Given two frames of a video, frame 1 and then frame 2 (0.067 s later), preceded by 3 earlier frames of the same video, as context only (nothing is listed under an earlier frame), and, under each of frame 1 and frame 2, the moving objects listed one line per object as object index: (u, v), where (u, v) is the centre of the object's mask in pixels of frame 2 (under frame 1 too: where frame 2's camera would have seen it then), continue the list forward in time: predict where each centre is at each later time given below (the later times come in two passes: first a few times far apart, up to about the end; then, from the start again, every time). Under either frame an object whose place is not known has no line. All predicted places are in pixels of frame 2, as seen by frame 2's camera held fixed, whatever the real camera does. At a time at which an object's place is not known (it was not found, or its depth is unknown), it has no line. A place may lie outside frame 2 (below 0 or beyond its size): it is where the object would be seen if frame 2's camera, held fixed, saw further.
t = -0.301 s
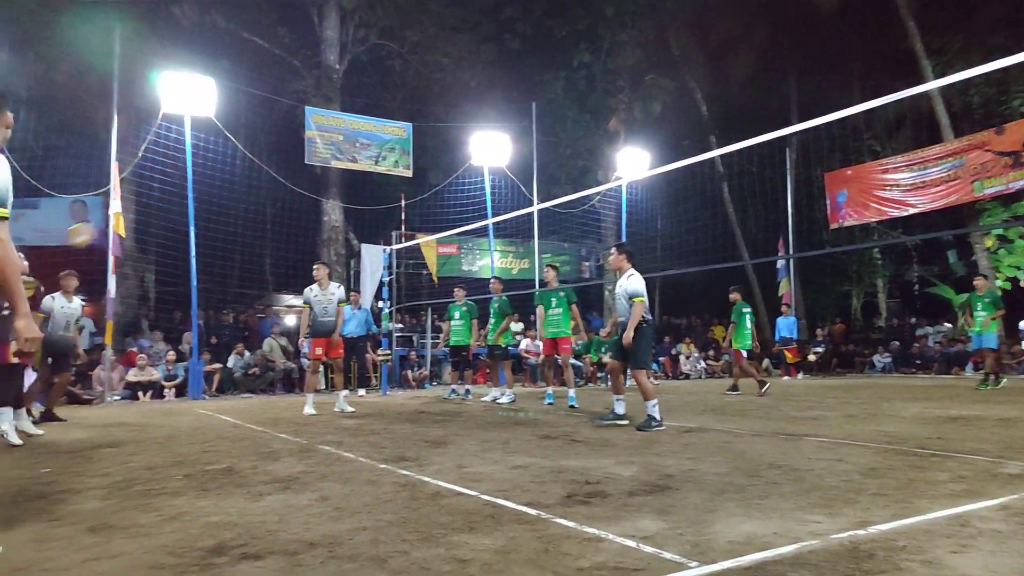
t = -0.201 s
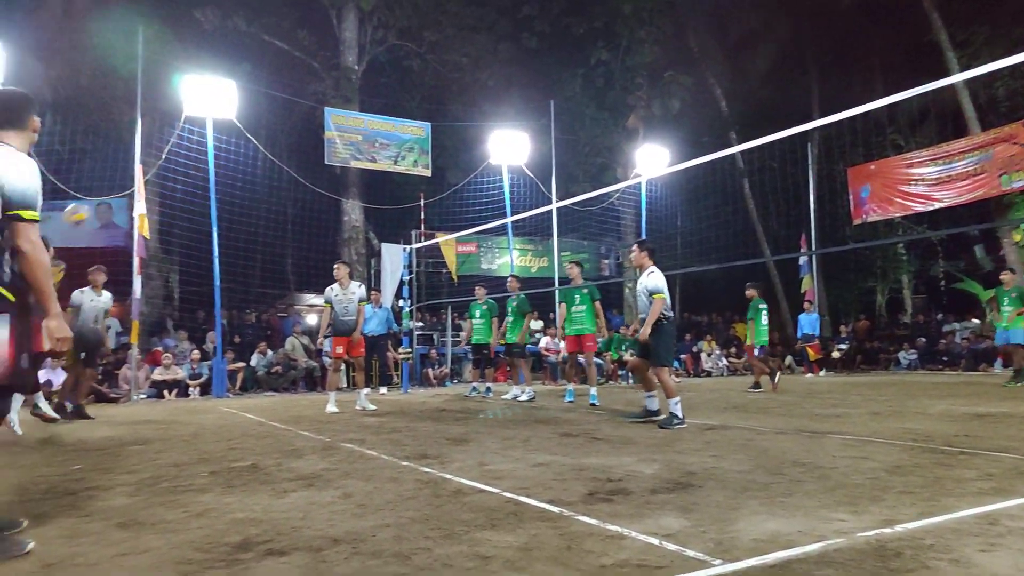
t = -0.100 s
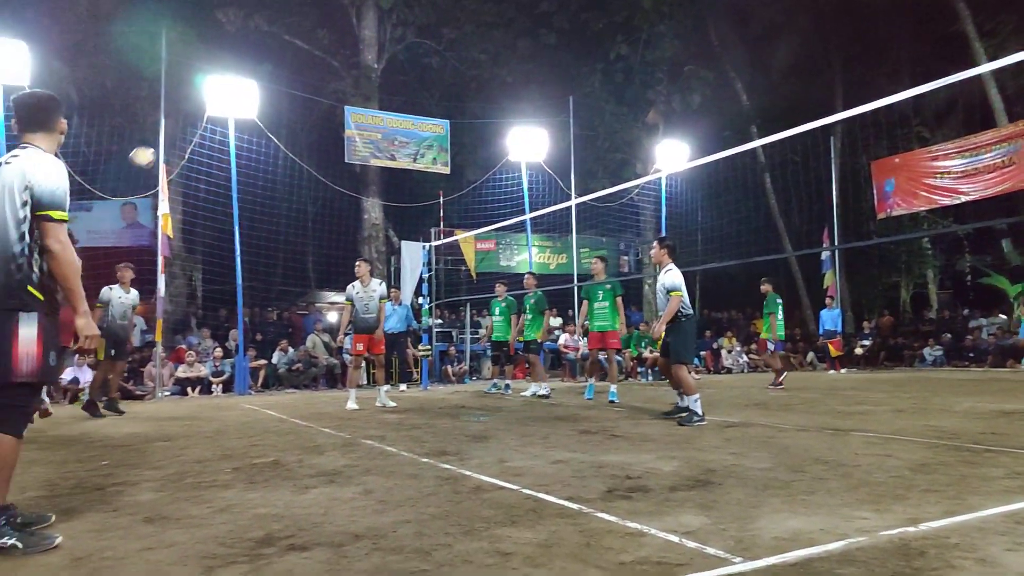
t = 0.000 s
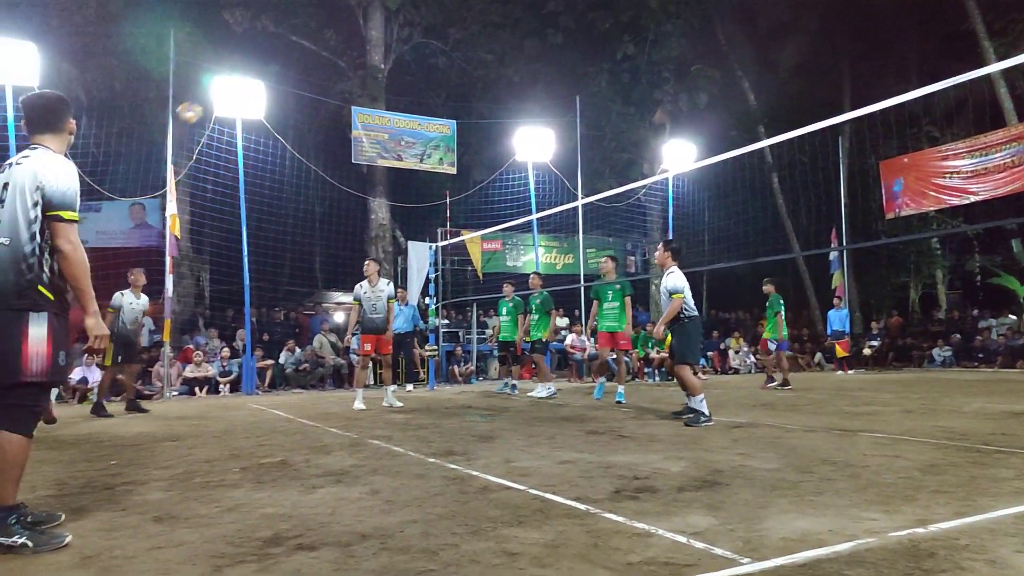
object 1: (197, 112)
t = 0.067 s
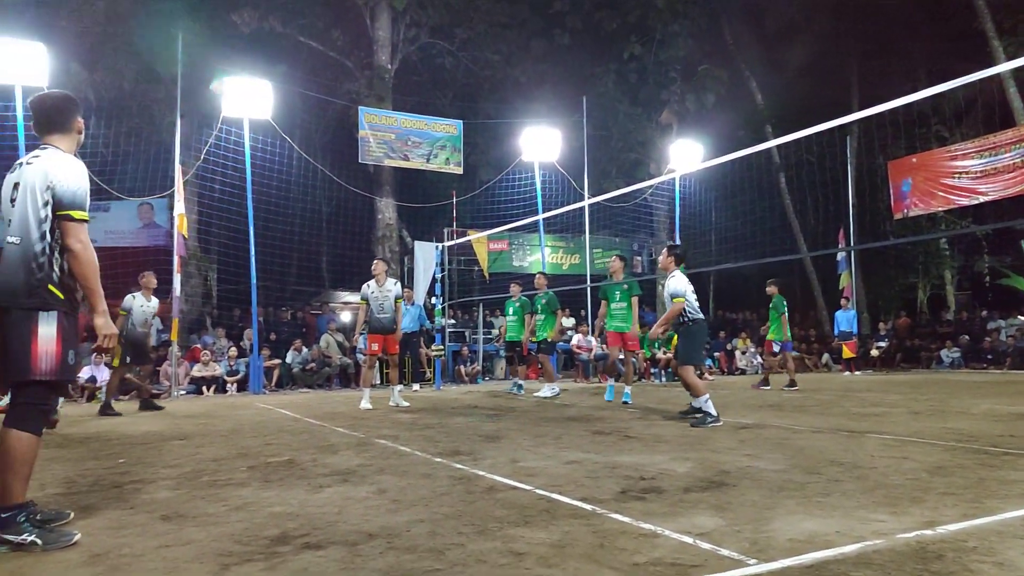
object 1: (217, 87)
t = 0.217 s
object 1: (277, 49)
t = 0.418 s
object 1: (346, 31)
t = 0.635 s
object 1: (418, 52)
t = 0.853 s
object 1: (485, 111)
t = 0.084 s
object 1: (221, 80)
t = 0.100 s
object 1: (232, 72)
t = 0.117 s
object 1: (239, 69)
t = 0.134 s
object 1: (247, 66)
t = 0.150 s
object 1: (254, 62)
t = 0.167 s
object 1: (259, 58)
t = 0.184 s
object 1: (266, 55)
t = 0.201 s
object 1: (271, 53)
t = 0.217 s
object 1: (277, 49)
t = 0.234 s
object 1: (283, 46)
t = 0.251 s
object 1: (289, 44)
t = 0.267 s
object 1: (294, 41)
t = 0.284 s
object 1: (300, 40)
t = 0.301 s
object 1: (307, 38)
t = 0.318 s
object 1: (313, 36)
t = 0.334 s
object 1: (318, 34)
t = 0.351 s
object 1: (324, 33)
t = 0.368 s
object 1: (330, 32)
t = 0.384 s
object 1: (335, 32)
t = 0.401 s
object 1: (340, 32)
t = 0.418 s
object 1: (346, 31)
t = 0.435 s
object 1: (352, 32)
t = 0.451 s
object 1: (358, 32)
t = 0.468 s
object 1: (364, 33)
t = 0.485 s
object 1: (369, 33)
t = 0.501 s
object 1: (375, 34)
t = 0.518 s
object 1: (380, 36)
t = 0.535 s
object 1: (385, 37)
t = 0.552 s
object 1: (391, 39)
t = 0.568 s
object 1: (396, 41)
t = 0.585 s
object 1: (402, 44)
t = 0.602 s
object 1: (407, 46)
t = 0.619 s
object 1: (413, 49)
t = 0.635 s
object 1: (418, 52)
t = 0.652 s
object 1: (423, 55)
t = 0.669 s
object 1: (428, 58)
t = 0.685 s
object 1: (434, 62)
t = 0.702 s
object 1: (439, 66)
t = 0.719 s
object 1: (444, 70)
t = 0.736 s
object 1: (449, 75)
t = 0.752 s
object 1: (455, 79)
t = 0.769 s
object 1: (459, 84)
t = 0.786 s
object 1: (465, 89)
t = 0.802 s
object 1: (470, 95)
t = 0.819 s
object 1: (475, 100)
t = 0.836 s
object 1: (480, 106)
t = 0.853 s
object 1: (485, 111)
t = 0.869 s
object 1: (490, 118)
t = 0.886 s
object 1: (495, 124)
